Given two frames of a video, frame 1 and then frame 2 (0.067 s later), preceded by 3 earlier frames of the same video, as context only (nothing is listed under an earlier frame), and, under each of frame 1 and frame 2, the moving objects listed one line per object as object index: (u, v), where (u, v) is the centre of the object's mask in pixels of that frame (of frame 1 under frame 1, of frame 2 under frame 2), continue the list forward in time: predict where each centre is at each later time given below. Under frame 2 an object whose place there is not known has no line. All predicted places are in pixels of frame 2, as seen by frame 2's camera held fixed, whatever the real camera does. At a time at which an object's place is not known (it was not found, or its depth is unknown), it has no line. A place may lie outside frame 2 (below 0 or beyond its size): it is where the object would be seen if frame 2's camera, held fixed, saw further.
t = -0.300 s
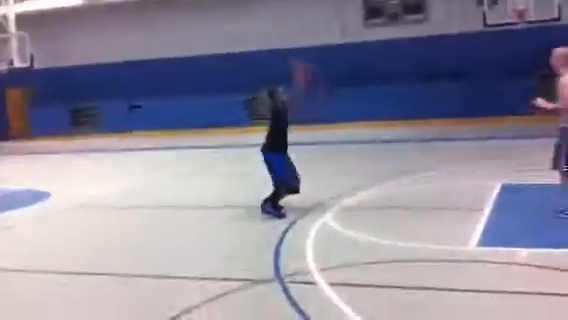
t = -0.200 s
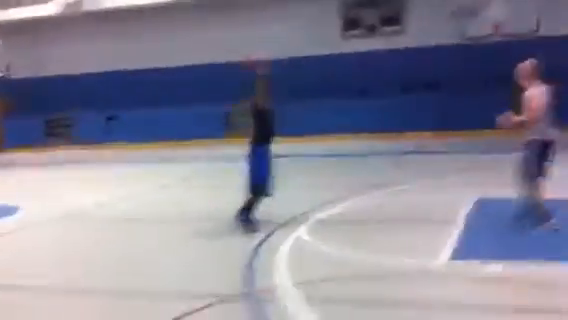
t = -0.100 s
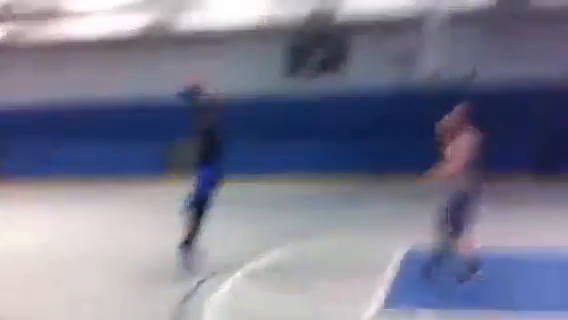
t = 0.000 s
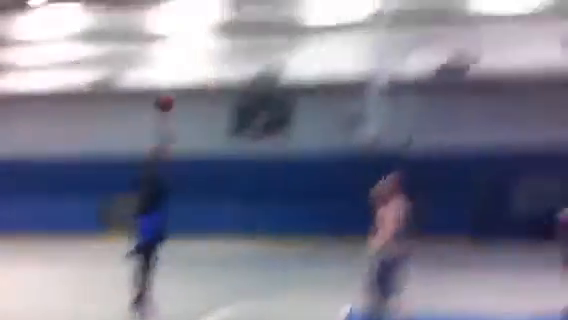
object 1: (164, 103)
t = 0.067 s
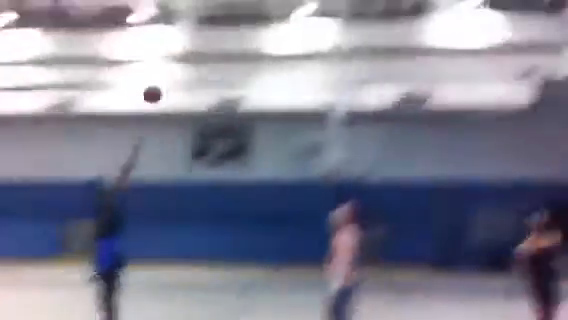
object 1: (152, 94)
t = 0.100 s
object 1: (166, 80)
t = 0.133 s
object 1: (181, 65)
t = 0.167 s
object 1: (193, 52)
